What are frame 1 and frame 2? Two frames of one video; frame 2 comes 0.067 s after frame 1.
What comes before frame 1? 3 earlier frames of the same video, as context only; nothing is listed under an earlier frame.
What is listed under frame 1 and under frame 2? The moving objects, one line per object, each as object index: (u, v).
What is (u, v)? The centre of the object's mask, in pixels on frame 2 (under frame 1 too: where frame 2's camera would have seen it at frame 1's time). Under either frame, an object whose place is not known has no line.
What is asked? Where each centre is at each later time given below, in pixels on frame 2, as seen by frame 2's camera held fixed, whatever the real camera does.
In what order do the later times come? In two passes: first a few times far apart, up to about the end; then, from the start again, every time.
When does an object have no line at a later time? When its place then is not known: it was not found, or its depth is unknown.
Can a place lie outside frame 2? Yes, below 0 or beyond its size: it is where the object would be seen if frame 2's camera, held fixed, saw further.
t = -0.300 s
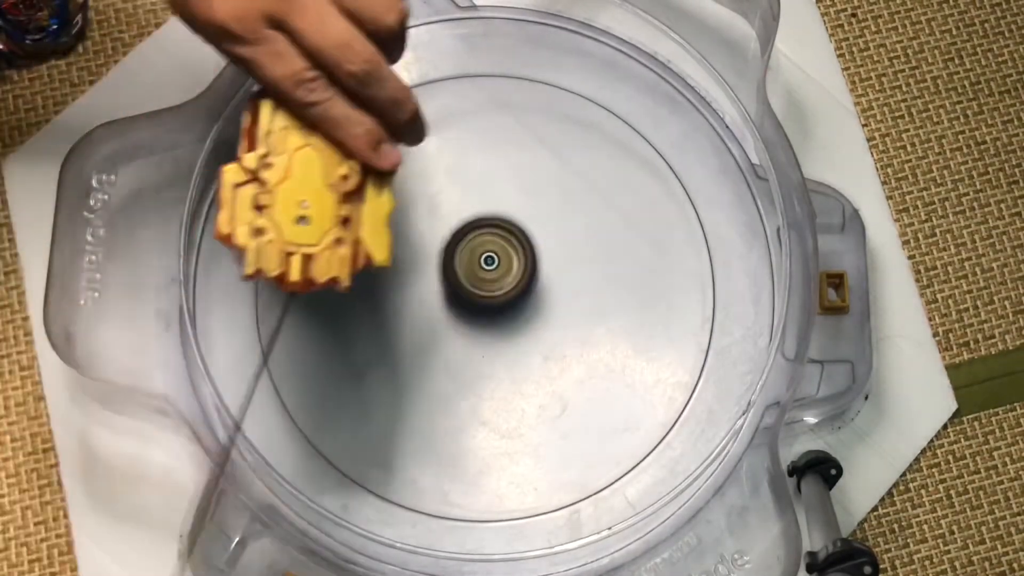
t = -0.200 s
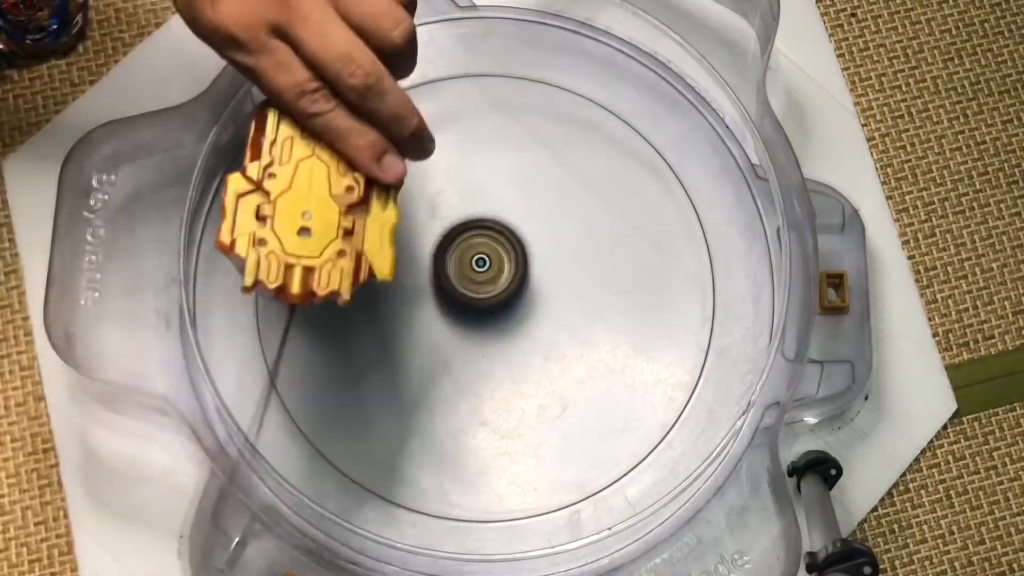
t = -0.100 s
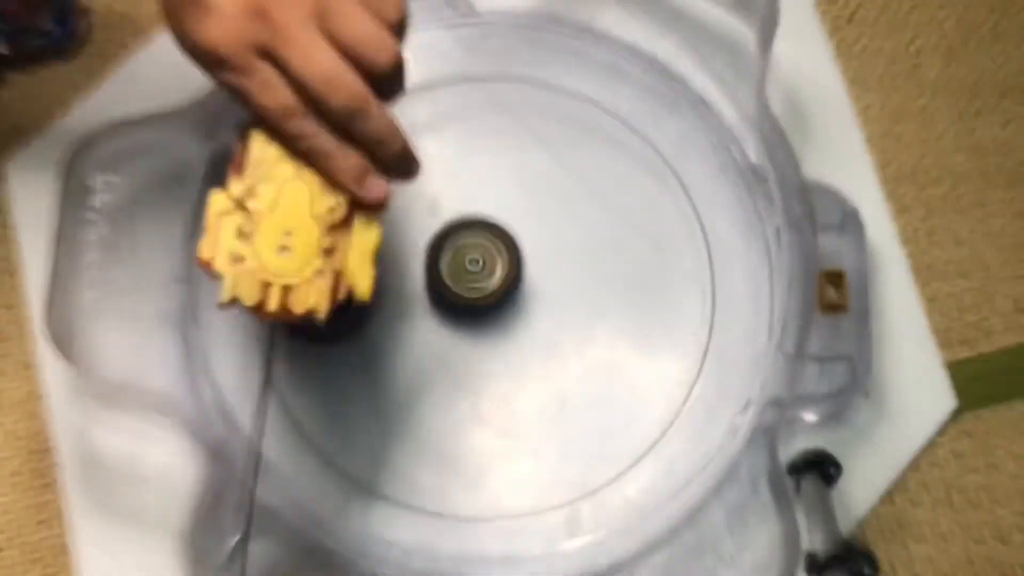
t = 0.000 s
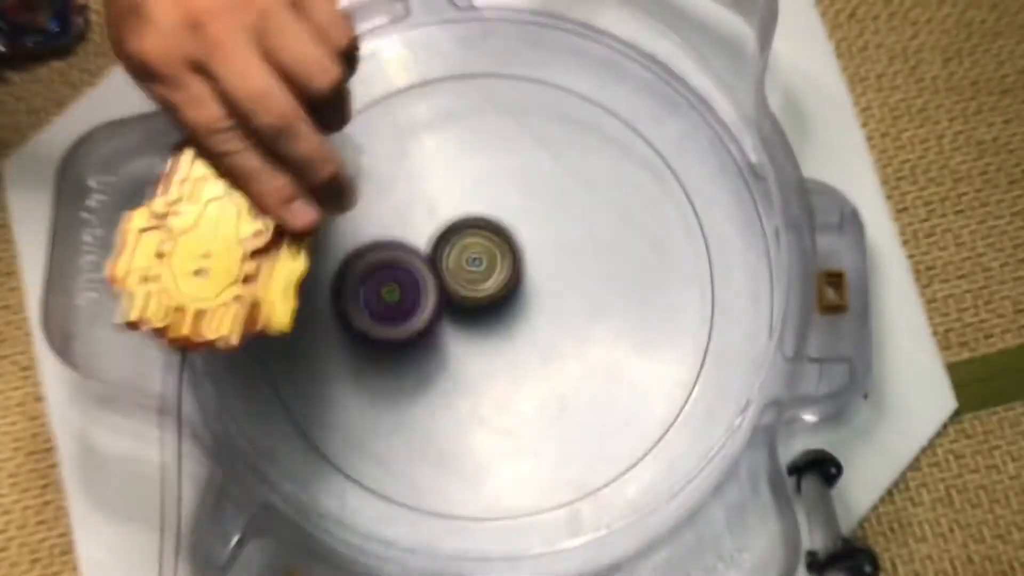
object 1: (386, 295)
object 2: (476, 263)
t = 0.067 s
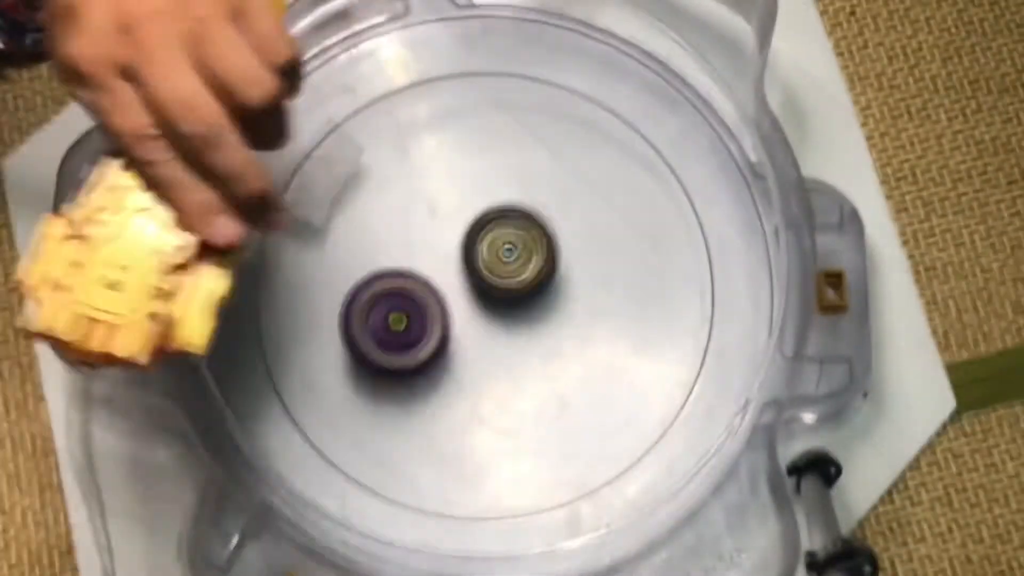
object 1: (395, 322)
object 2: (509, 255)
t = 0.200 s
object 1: (439, 340)
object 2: (539, 263)
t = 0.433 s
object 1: (365, 370)
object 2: (629, 257)
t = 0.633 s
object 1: (425, 306)
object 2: (596, 319)
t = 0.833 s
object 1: (464, 158)
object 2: (504, 396)
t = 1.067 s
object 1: (444, 127)
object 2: (393, 335)
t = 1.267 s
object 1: (528, 175)
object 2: (324, 264)
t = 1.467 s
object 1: (620, 225)
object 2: (345, 245)
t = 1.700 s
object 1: (558, 315)
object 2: (471, 226)
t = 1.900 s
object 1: (583, 475)
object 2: (474, 188)
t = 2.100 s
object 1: (573, 415)
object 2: (500, 216)
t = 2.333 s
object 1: (581, 363)
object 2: (453, 157)
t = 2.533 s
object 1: (561, 303)
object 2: (473, 171)
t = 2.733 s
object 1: (594, 361)
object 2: (452, 145)
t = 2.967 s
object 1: (613, 387)
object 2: (465, 159)
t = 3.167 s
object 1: (538, 298)
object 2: (481, 204)
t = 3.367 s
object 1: (518, 323)
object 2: (470, 208)
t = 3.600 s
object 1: (516, 358)
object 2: (464, 187)
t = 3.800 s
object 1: (513, 313)
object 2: (472, 217)
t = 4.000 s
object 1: (531, 334)
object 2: (456, 214)
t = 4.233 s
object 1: (542, 344)
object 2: (451, 227)
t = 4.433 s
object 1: (572, 379)
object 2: (437, 218)
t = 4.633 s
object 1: (545, 338)
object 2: (465, 255)
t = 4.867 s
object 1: (554, 341)
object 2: (453, 257)
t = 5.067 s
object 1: (544, 331)
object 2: (454, 259)
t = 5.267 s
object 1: (540, 322)
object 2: (452, 254)
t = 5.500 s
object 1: (600, 349)
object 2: (397, 204)
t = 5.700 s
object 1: (564, 324)
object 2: (411, 204)
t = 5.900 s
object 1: (525, 301)
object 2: (435, 223)
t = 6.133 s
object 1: (544, 325)
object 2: (441, 234)
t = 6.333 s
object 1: (545, 329)
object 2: (461, 252)
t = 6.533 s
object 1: (548, 336)
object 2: (462, 252)
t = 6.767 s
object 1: (559, 341)
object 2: (453, 234)
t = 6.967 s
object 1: (545, 322)
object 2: (460, 232)
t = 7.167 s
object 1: (538, 319)
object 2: (458, 234)
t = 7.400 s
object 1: (539, 330)
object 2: (447, 230)
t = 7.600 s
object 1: (561, 345)
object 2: (427, 225)
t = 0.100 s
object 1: (404, 329)
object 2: (521, 253)
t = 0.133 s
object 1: (413, 339)
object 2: (530, 255)
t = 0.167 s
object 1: (425, 341)
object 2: (536, 256)
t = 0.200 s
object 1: (439, 340)
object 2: (539, 263)
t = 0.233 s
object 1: (454, 337)
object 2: (540, 269)
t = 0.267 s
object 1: (439, 347)
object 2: (561, 266)
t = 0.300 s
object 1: (415, 358)
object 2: (589, 256)
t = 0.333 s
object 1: (396, 364)
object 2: (610, 250)
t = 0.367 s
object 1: (380, 370)
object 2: (623, 248)
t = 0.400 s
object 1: (370, 373)
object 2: (628, 251)
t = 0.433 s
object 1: (365, 370)
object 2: (629, 257)
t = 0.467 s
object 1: (366, 364)
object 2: (627, 267)
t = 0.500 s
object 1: (373, 355)
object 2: (625, 272)
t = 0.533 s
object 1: (383, 346)
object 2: (621, 283)
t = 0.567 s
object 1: (396, 333)
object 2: (616, 295)
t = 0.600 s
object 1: (410, 320)
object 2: (608, 310)
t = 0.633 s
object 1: (425, 306)
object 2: (596, 319)
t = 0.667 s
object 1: (442, 293)
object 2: (580, 333)
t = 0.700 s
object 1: (458, 279)
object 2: (560, 340)
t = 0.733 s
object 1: (470, 260)
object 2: (541, 352)
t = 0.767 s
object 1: (468, 222)
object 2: (531, 370)
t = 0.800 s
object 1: (466, 186)
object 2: (519, 387)
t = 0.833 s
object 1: (464, 158)
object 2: (504, 396)
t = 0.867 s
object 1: (462, 131)
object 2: (487, 396)
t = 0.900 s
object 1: (459, 114)
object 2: (472, 394)
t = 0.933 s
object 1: (456, 105)
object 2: (453, 389)
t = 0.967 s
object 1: (453, 102)
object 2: (436, 379)
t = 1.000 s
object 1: (449, 105)
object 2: (419, 367)
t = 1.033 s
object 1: (446, 115)
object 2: (405, 351)
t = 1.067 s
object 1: (444, 127)
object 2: (393, 335)
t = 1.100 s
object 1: (443, 145)
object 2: (385, 313)
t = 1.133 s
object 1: (443, 162)
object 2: (381, 292)
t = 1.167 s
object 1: (444, 180)
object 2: (381, 268)
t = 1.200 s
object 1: (468, 178)
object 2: (358, 263)
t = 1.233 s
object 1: (499, 174)
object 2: (336, 264)
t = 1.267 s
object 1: (528, 175)
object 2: (324, 264)
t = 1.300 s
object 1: (553, 176)
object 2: (321, 262)
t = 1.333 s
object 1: (576, 181)
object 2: (322, 260)
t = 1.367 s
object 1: (593, 189)
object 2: (326, 257)
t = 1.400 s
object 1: (606, 199)
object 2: (331, 255)
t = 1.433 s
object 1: (615, 211)
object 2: (337, 251)
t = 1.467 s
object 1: (620, 225)
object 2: (345, 245)
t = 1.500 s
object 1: (621, 240)
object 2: (355, 236)
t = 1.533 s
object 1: (618, 254)
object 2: (368, 230)
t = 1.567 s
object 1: (612, 267)
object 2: (384, 223)
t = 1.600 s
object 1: (602, 281)
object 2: (404, 221)
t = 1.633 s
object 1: (589, 294)
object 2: (425, 218)
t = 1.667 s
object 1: (574, 306)
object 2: (447, 222)
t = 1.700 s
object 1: (558, 315)
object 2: (471, 226)
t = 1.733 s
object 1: (542, 326)
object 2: (492, 234)
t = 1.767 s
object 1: (551, 369)
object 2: (493, 222)
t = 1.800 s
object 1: (562, 408)
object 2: (489, 206)
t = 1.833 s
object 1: (573, 443)
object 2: (484, 197)
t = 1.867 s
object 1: (581, 463)
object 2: (479, 191)
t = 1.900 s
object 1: (583, 475)
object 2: (474, 188)
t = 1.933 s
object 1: (583, 480)
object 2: (472, 188)
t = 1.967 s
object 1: (583, 480)
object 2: (474, 190)
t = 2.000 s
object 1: (584, 475)
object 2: (478, 191)
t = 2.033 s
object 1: (583, 461)
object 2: (484, 196)
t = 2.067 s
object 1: (579, 441)
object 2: (492, 204)
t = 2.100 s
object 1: (573, 415)
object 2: (500, 216)
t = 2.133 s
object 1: (566, 381)
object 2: (506, 232)
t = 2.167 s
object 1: (559, 342)
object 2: (510, 248)
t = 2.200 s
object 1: (565, 345)
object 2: (498, 229)
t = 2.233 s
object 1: (572, 357)
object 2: (482, 202)
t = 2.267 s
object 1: (577, 363)
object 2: (469, 181)
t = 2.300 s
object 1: (580, 365)
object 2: (459, 165)
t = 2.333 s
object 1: (581, 363)
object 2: (453, 157)
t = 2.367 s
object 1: (580, 357)
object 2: (452, 155)
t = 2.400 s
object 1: (577, 348)
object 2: (453, 156)
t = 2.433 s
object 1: (574, 338)
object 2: (455, 158)
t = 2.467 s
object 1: (570, 327)
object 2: (461, 163)
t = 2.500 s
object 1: (567, 315)
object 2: (466, 167)
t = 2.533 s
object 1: (561, 303)
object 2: (473, 171)
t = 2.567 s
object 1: (556, 293)
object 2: (478, 179)
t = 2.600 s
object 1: (550, 282)
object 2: (483, 187)
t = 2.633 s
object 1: (546, 275)
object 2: (487, 194)
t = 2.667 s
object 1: (563, 305)
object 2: (476, 176)
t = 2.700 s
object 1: (580, 333)
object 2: (462, 158)
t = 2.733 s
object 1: (594, 361)
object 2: (452, 145)
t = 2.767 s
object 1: (607, 385)
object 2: (445, 140)
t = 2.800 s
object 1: (620, 405)
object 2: (444, 138)
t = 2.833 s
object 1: (630, 416)
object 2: (446, 139)
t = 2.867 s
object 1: (632, 417)
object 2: (450, 141)
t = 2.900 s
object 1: (628, 413)
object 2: (456, 146)
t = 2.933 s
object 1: (623, 403)
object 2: (460, 152)
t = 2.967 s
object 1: (613, 387)
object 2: (465, 159)
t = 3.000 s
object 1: (603, 371)
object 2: (470, 168)
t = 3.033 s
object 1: (590, 351)
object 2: (475, 179)
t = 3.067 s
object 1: (576, 336)
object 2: (479, 184)
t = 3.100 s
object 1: (561, 317)
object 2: (482, 196)
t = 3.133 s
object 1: (545, 299)
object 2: (487, 209)
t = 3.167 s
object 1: (538, 298)
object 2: (481, 204)
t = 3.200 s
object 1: (536, 307)
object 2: (475, 199)
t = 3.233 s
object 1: (532, 313)
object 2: (472, 200)
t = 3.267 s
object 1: (527, 314)
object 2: (471, 200)
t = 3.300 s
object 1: (523, 314)
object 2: (472, 205)
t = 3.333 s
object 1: (519, 312)
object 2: (473, 212)
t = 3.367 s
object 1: (518, 323)
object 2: (470, 208)
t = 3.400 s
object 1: (521, 340)
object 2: (464, 195)
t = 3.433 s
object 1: (522, 351)
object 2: (461, 186)
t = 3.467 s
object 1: (522, 360)
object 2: (460, 180)
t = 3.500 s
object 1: (520, 366)
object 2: (460, 182)
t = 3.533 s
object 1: (518, 366)
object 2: (462, 183)
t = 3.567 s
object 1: (517, 363)
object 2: (463, 182)
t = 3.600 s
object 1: (516, 358)
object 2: (464, 187)
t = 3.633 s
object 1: (516, 353)
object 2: (466, 190)
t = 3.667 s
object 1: (515, 346)
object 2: (467, 197)
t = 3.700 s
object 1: (513, 337)
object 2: (469, 202)
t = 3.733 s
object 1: (513, 327)
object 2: (471, 208)
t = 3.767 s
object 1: (512, 318)
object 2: (472, 212)
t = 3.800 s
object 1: (513, 313)
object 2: (472, 217)
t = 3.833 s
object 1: (516, 314)
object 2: (470, 216)
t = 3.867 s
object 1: (517, 314)
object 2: (468, 219)
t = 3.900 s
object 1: (517, 313)
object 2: (468, 223)
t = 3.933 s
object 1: (524, 322)
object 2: (463, 216)
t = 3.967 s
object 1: (529, 329)
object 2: (458, 213)
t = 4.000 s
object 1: (531, 334)
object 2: (456, 214)
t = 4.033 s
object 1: (531, 336)
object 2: (456, 216)
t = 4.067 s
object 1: (530, 337)
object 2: (456, 221)
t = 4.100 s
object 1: (528, 335)
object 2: (458, 224)
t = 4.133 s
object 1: (527, 332)
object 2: (460, 229)
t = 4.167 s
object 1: (526, 327)
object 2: (462, 235)
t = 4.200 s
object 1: (526, 325)
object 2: (464, 238)
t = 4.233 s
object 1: (542, 344)
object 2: (451, 227)
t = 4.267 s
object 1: (557, 361)
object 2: (441, 217)
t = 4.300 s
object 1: (568, 374)
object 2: (434, 211)
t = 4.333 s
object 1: (575, 382)
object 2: (432, 211)
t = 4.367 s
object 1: (576, 384)
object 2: (432, 212)
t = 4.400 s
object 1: (575, 382)
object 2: (434, 214)
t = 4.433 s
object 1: (572, 379)
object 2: (437, 218)
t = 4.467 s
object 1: (568, 373)
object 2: (441, 222)
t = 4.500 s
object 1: (564, 367)
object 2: (446, 228)
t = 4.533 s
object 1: (559, 360)
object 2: (450, 234)
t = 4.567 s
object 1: (555, 352)
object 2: (456, 241)
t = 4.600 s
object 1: (550, 345)
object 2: (460, 248)
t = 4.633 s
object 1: (545, 338)
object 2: (465, 255)
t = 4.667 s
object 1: (545, 336)
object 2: (465, 256)
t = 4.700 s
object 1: (548, 339)
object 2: (462, 256)
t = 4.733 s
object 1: (548, 338)
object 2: (462, 257)
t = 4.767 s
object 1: (547, 337)
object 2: (463, 259)
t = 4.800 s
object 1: (544, 334)
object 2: (464, 263)
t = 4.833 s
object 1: (548, 337)
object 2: (460, 261)
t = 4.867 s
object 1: (554, 341)
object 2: (453, 257)
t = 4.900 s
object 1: (556, 342)
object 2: (449, 254)
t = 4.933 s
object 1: (555, 343)
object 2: (448, 254)
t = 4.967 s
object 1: (553, 341)
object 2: (448, 254)
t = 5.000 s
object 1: (550, 338)
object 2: (449, 255)
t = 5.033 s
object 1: (547, 335)
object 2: (451, 257)
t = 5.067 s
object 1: (544, 331)
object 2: (454, 259)
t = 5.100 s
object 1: (541, 327)
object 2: (456, 260)
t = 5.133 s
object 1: (544, 328)
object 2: (453, 256)
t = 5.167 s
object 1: (545, 329)
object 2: (450, 254)
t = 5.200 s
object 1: (544, 328)
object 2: (450, 253)
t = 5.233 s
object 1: (543, 325)
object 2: (451, 253)
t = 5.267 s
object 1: (540, 322)
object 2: (452, 254)
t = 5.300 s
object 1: (539, 319)
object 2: (454, 255)
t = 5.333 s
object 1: (559, 329)
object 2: (436, 245)
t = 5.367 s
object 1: (578, 340)
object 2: (419, 234)
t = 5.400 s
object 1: (592, 346)
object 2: (406, 224)
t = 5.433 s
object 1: (599, 350)
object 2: (400, 215)
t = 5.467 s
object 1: (602, 350)
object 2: (398, 208)
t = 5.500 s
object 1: (600, 349)
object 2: (397, 204)
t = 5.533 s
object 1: (596, 346)
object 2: (397, 202)
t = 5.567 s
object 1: (592, 343)
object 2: (399, 202)
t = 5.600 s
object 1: (585, 338)
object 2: (402, 202)
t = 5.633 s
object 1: (579, 333)
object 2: (404, 201)
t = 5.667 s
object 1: (571, 328)
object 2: (407, 203)
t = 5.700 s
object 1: (564, 324)
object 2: (411, 204)
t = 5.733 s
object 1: (556, 319)
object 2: (414, 205)
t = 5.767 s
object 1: (549, 315)
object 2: (419, 207)
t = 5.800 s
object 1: (542, 311)
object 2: (423, 210)
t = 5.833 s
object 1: (536, 308)
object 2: (427, 214)
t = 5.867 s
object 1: (530, 305)
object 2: (431, 218)
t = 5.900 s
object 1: (525, 301)
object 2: (435, 223)
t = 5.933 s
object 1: (520, 299)
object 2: (439, 227)
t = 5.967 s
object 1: (528, 305)
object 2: (435, 226)
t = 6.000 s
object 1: (537, 315)
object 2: (430, 223)
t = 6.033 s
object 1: (544, 320)
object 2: (429, 223)
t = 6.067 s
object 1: (546, 324)
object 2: (432, 226)
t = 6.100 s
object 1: (546, 325)
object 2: (436, 230)
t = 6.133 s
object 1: (544, 325)
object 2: (441, 234)
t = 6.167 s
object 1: (542, 323)
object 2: (447, 237)
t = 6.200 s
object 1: (539, 321)
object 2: (452, 243)
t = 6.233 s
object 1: (537, 321)
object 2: (456, 247)
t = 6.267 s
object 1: (540, 324)
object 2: (458, 249)
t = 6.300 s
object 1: (541, 325)
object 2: (461, 252)
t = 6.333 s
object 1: (545, 329)
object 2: (461, 252)
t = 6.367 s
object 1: (546, 331)
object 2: (462, 252)
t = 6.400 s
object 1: (545, 331)
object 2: (464, 254)
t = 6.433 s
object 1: (544, 331)
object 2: (466, 256)
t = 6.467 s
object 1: (545, 333)
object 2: (464, 255)
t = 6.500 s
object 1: (548, 336)
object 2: (462, 252)
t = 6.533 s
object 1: (548, 336)
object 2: (462, 252)
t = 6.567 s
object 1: (548, 334)
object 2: (463, 252)
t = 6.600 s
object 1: (546, 332)
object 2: (465, 253)
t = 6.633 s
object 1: (544, 329)
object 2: (467, 253)
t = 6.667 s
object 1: (553, 335)
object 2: (460, 246)
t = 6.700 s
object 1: (558, 338)
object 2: (455, 239)
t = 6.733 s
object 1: (560, 341)
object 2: (453, 236)
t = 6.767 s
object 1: (559, 341)
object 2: (453, 234)
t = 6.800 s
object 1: (558, 339)
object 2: (453, 232)
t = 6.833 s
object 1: (556, 336)
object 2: (455, 231)
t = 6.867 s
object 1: (553, 332)
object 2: (456, 230)
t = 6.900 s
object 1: (551, 329)
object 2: (457, 230)
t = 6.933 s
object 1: (548, 325)
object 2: (458, 231)
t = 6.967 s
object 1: (545, 322)
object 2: (460, 232)
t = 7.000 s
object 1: (542, 319)
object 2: (462, 233)
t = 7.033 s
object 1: (539, 315)
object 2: (464, 234)
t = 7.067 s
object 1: (538, 315)
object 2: (463, 235)
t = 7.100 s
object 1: (540, 318)
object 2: (460, 233)
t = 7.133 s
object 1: (540, 319)
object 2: (458, 232)
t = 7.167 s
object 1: (538, 319)
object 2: (458, 234)
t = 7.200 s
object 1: (536, 318)
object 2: (459, 236)
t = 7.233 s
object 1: (534, 316)
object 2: (460, 237)
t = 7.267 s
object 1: (536, 321)
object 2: (456, 236)
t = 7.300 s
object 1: (541, 327)
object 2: (450, 231)
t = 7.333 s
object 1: (542, 329)
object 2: (448, 228)
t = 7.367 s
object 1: (541, 330)
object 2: (447, 229)
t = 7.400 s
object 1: (539, 330)
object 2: (447, 230)
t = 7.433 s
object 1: (537, 328)
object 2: (448, 231)
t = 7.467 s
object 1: (535, 326)
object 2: (449, 234)
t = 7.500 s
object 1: (532, 323)
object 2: (451, 237)
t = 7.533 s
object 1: (530, 320)
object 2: (453, 241)
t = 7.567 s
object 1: (533, 323)
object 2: (452, 242)
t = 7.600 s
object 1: (561, 345)
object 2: (427, 225)
